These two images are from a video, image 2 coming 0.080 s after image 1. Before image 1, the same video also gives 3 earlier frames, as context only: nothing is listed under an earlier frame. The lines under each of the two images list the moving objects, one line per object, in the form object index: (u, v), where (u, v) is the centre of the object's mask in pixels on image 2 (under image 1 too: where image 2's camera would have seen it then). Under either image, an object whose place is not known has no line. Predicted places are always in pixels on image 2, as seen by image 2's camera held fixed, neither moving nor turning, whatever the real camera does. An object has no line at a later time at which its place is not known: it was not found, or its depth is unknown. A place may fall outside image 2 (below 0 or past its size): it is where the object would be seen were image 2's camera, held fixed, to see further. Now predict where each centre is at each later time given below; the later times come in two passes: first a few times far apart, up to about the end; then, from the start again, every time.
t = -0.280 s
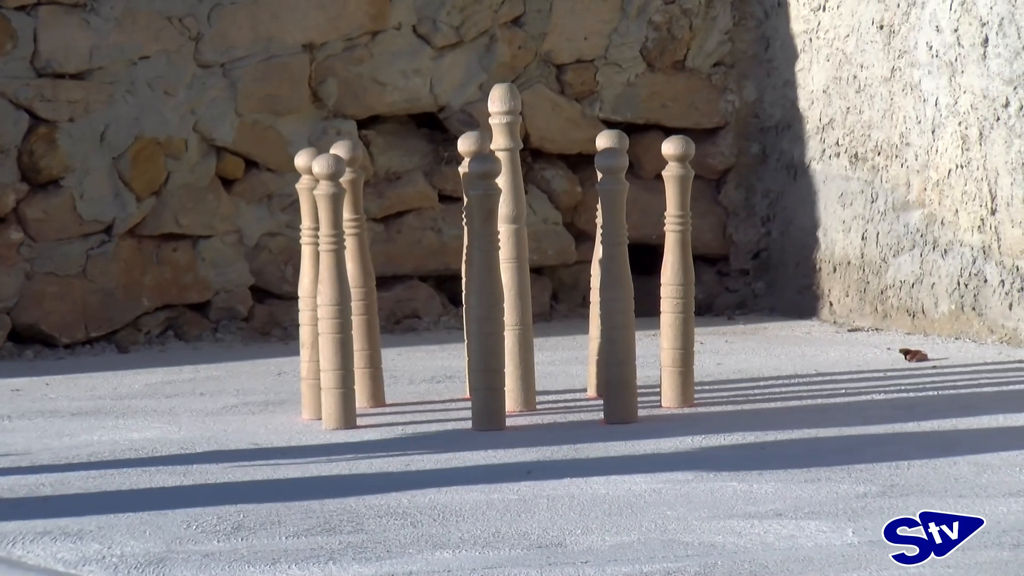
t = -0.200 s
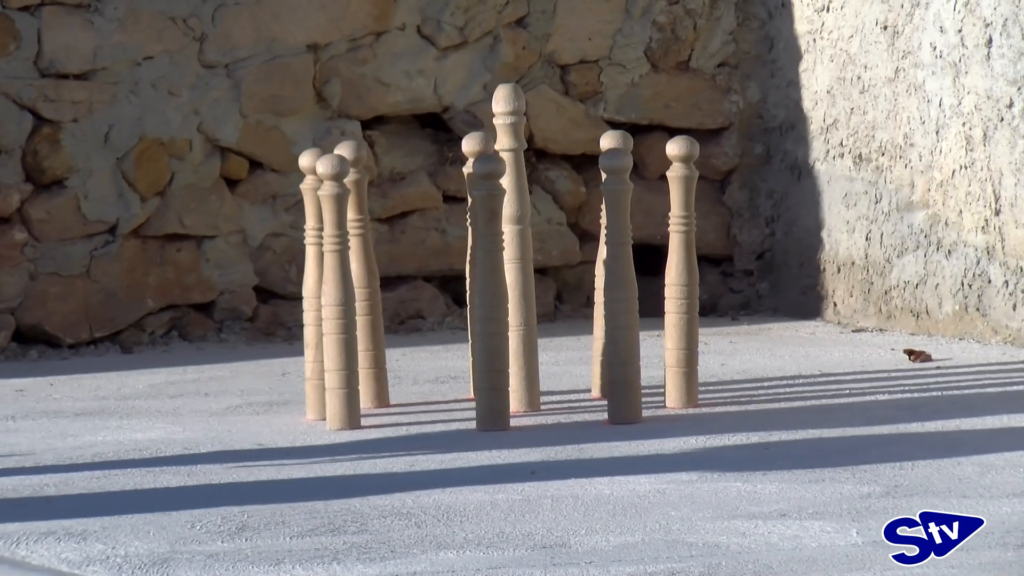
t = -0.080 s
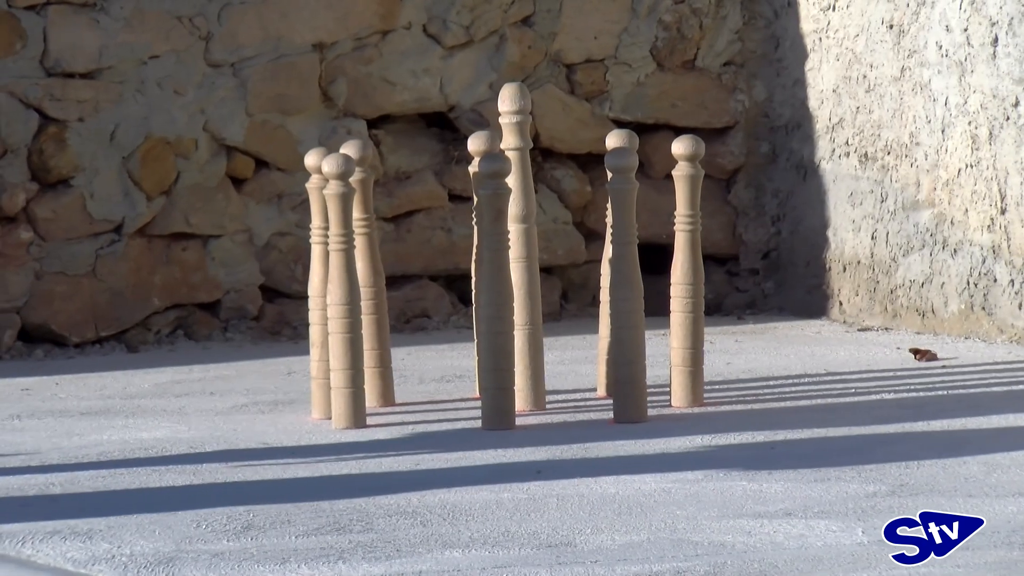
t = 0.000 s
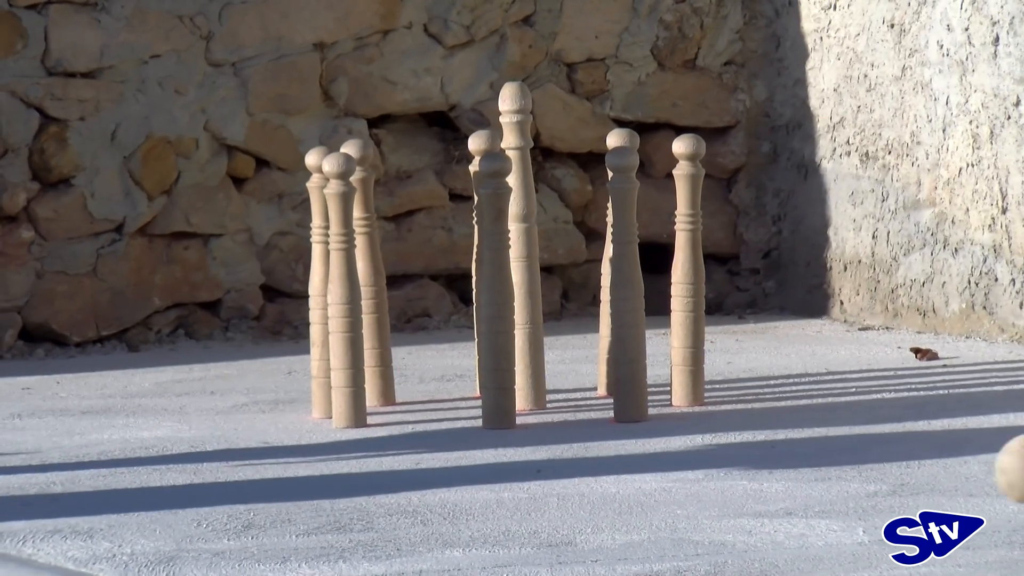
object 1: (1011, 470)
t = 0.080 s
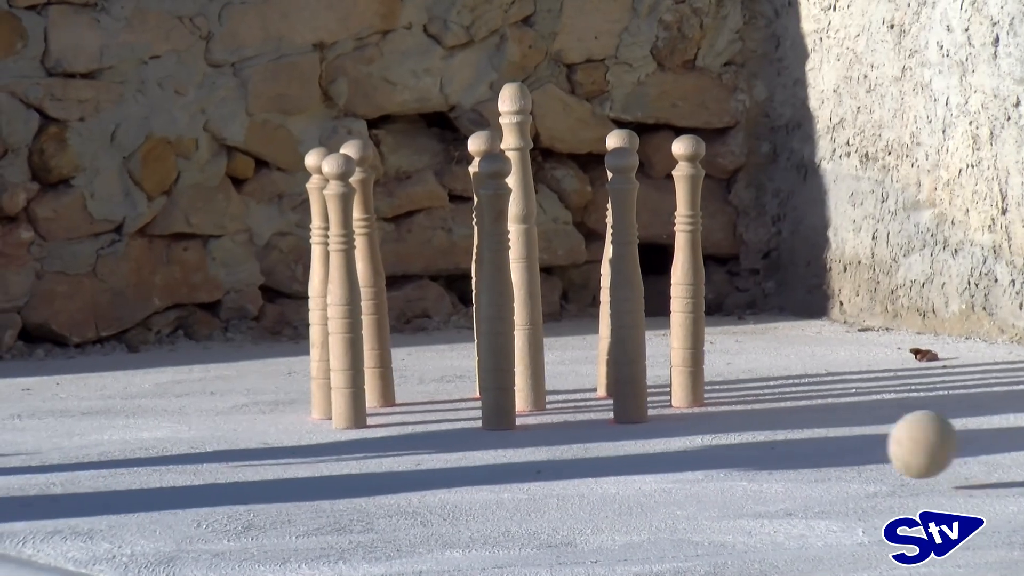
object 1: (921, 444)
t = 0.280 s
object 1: (678, 409)
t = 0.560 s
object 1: (416, 364)
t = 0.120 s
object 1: (869, 440)
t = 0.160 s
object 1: (820, 426)
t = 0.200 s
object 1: (771, 412)
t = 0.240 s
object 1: (725, 406)
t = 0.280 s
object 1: (678, 409)
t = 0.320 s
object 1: (633, 391)
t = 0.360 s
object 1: (590, 375)
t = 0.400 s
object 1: (546, 368)
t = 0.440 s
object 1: (527, 358)
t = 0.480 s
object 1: (467, 352)
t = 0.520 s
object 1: (448, 353)
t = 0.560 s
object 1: (416, 364)
